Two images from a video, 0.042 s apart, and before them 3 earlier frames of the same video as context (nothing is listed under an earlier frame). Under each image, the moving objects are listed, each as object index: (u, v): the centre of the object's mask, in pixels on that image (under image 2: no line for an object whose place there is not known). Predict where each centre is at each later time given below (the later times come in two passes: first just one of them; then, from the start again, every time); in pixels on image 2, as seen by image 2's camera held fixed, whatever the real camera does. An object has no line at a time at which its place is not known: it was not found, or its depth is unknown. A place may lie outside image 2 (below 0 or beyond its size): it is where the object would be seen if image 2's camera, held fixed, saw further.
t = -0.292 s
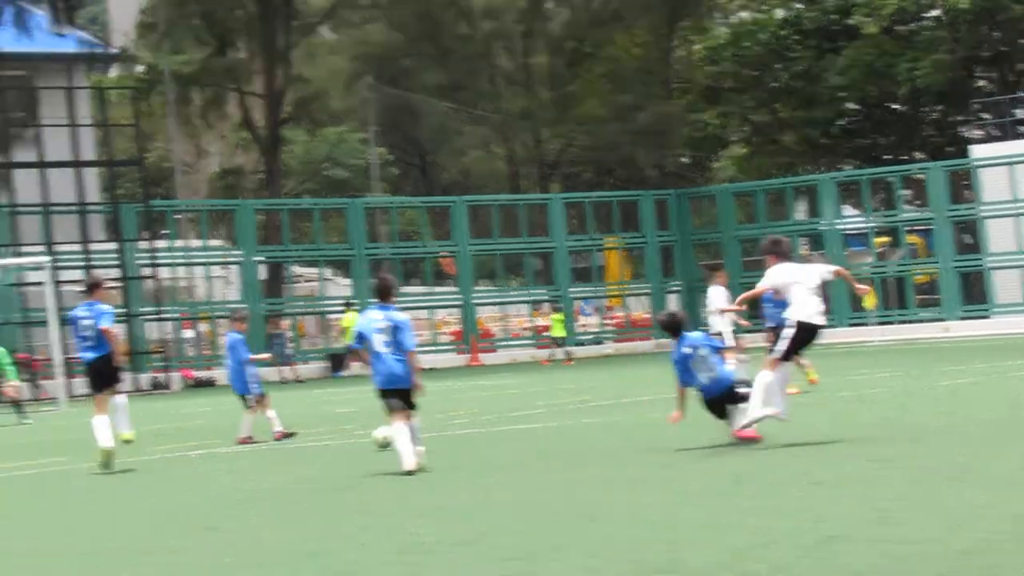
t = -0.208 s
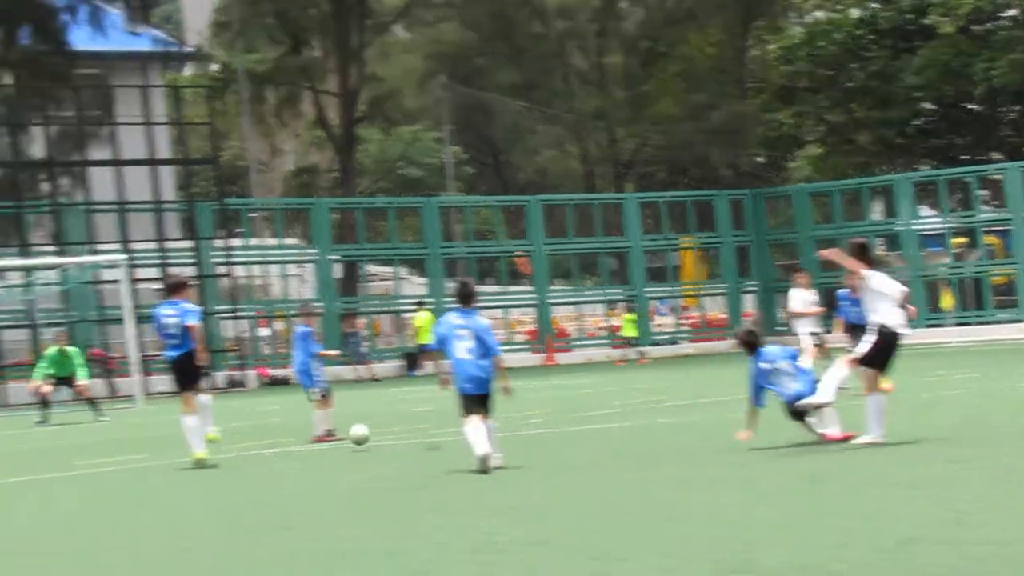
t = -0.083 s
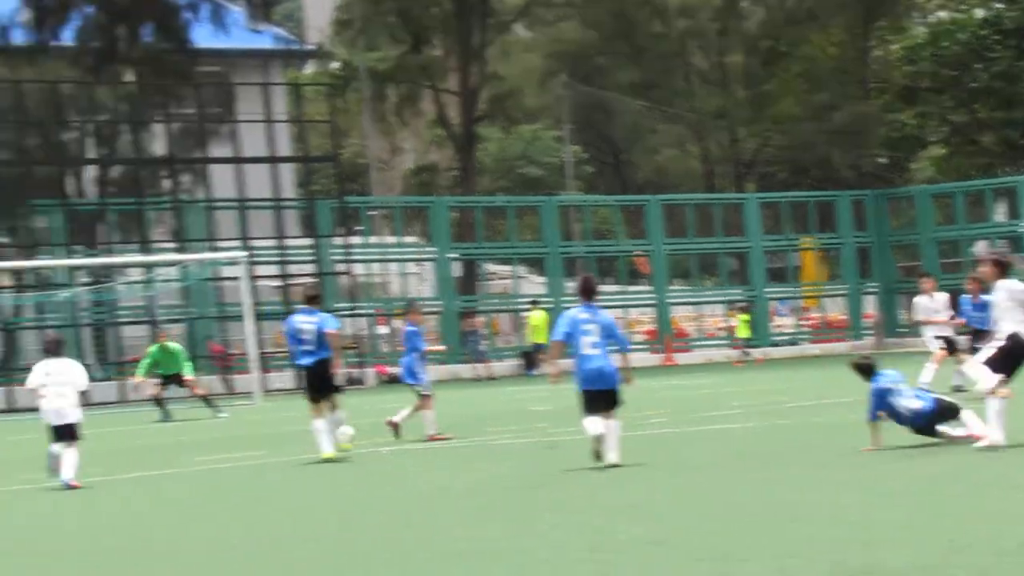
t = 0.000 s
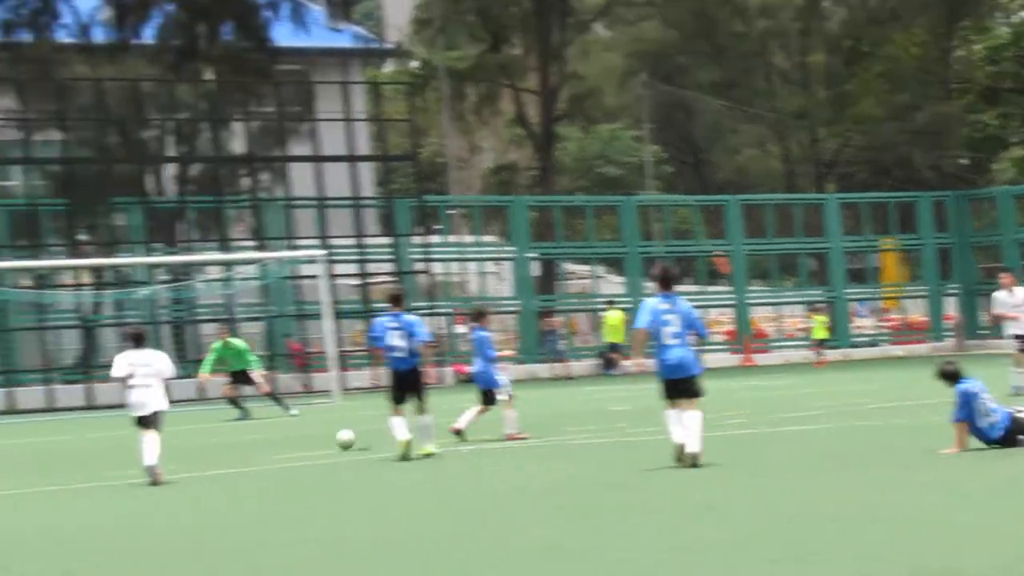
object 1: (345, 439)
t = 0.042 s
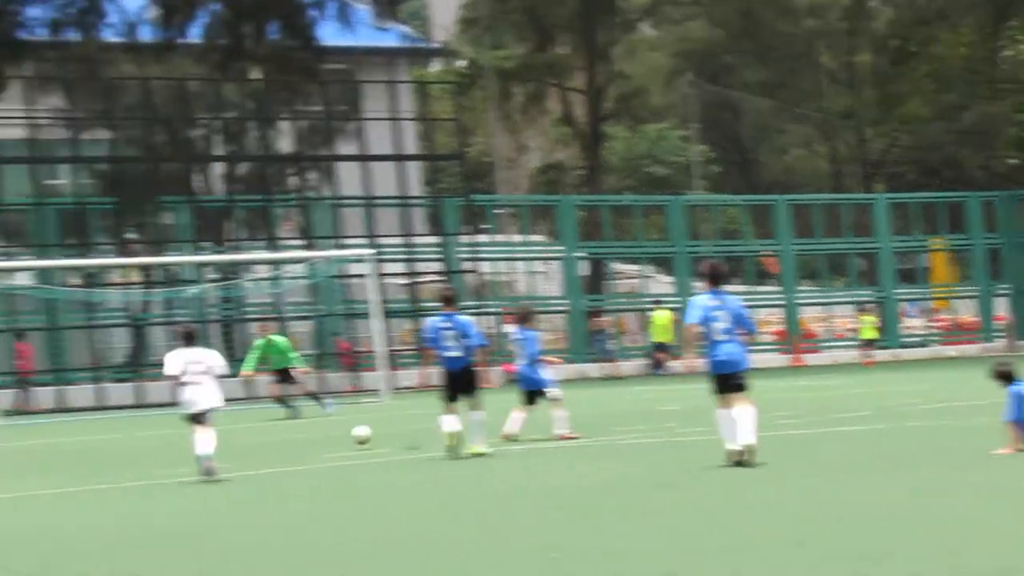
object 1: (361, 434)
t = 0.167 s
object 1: (262, 437)
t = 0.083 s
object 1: (326, 433)
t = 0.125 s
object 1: (294, 434)
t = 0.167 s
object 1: (262, 437)
